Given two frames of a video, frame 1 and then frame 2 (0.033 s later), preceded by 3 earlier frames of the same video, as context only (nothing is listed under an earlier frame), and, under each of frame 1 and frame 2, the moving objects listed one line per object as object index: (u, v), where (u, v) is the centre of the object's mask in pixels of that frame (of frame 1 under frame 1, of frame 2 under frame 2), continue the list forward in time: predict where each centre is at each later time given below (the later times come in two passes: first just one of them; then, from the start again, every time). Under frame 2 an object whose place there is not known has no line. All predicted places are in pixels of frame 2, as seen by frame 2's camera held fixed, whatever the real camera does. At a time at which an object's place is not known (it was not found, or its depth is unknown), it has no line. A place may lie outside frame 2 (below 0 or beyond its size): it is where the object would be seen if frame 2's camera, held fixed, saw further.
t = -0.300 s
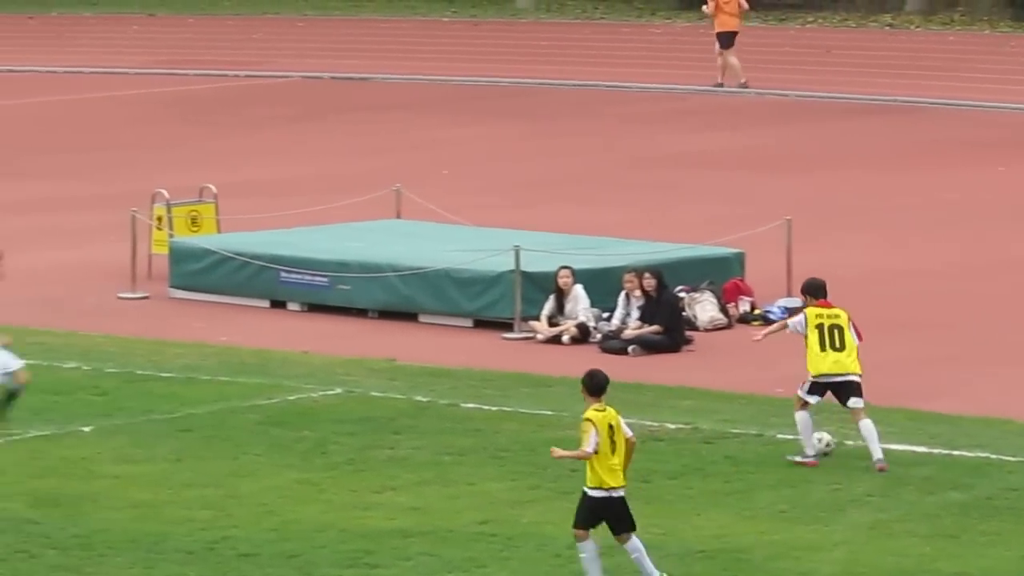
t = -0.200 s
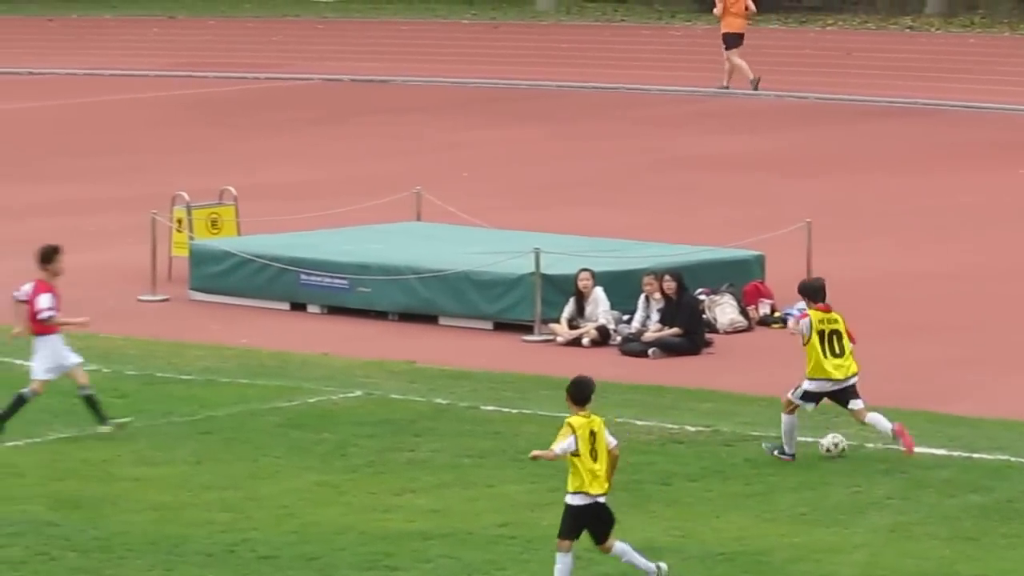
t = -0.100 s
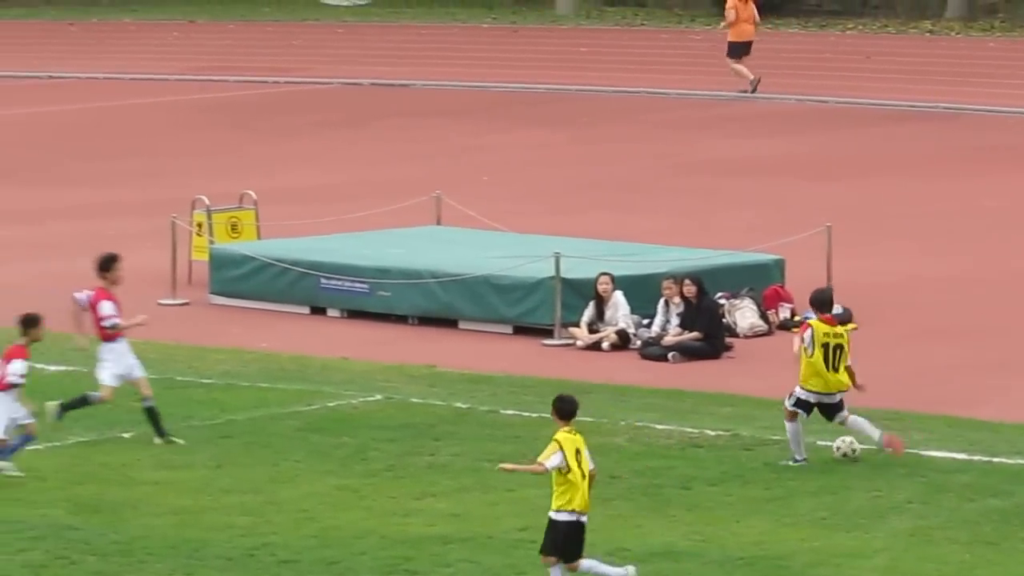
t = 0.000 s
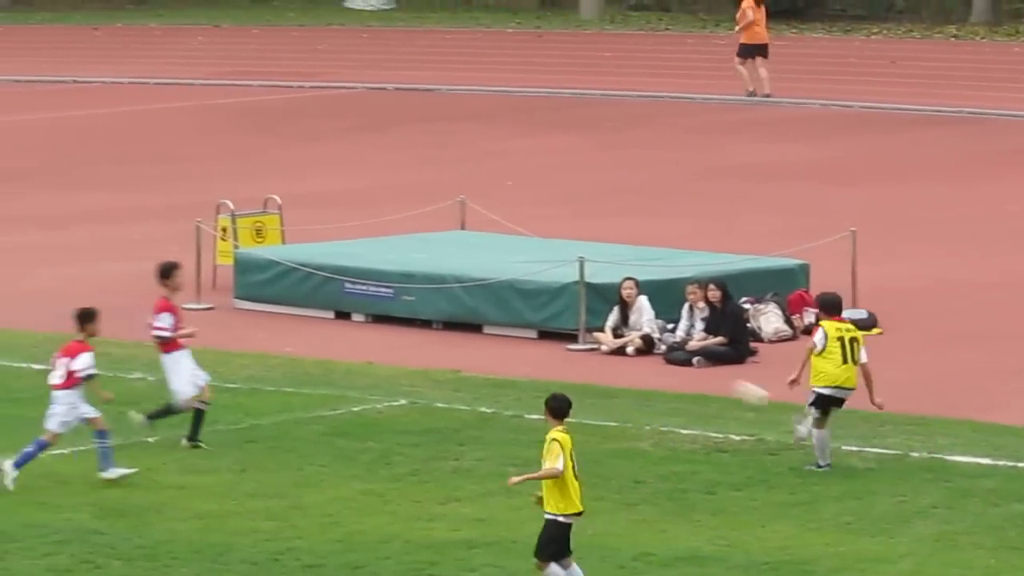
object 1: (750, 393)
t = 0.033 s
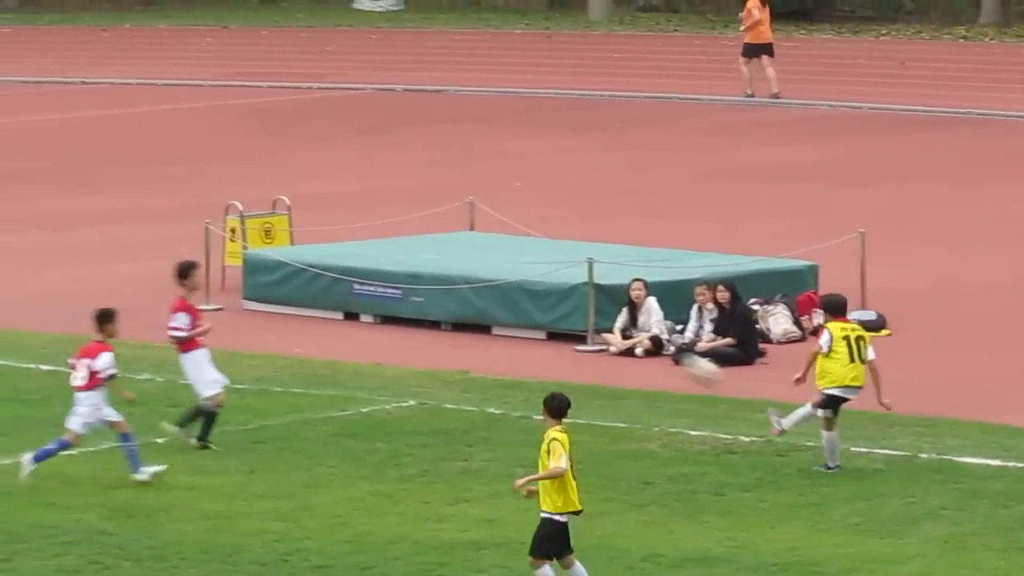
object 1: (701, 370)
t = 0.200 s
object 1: (427, 253)
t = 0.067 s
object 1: (647, 345)
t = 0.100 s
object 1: (587, 320)
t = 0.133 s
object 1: (532, 296)
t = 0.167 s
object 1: (479, 273)
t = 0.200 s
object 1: (427, 253)
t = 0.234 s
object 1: (376, 233)
